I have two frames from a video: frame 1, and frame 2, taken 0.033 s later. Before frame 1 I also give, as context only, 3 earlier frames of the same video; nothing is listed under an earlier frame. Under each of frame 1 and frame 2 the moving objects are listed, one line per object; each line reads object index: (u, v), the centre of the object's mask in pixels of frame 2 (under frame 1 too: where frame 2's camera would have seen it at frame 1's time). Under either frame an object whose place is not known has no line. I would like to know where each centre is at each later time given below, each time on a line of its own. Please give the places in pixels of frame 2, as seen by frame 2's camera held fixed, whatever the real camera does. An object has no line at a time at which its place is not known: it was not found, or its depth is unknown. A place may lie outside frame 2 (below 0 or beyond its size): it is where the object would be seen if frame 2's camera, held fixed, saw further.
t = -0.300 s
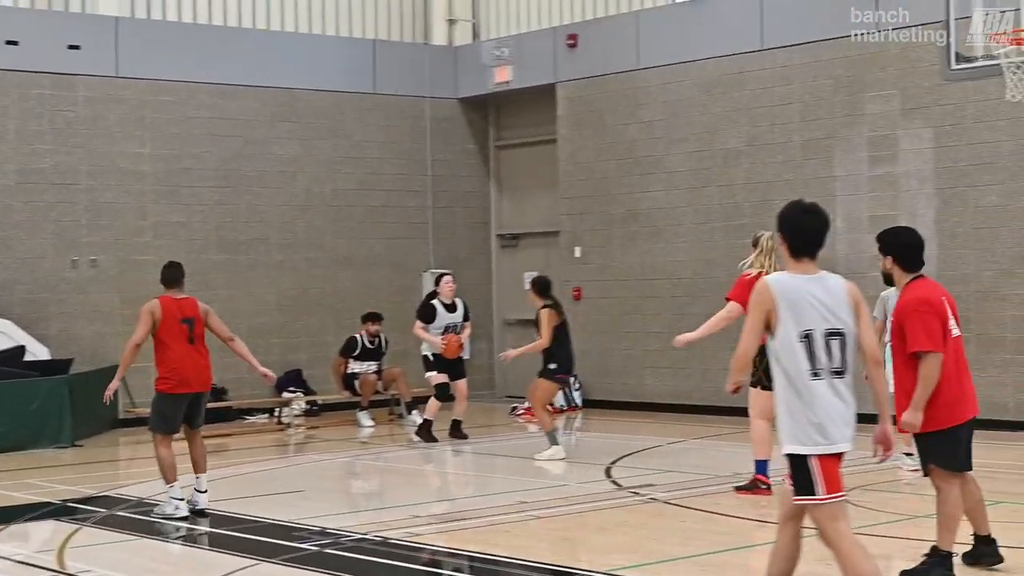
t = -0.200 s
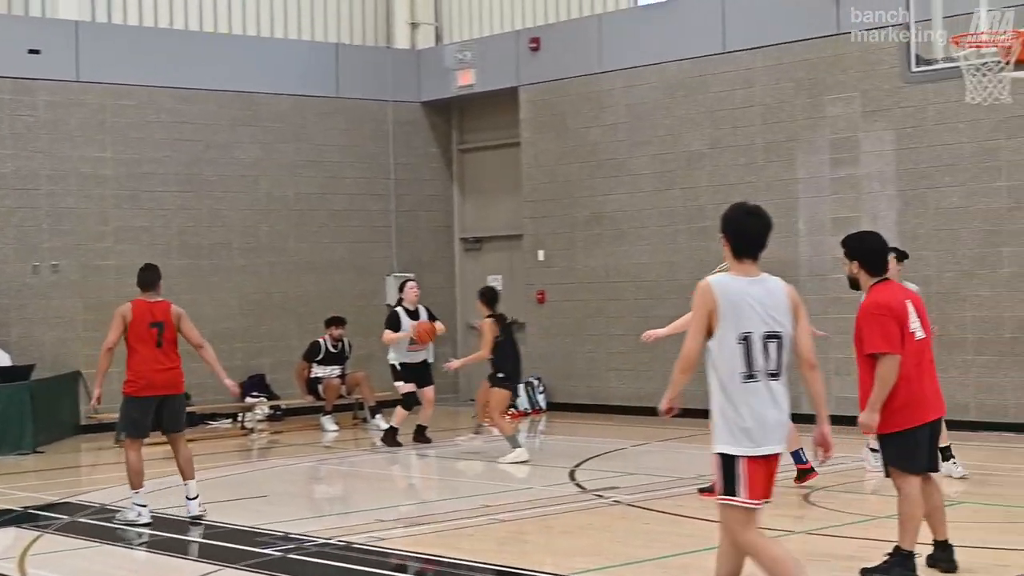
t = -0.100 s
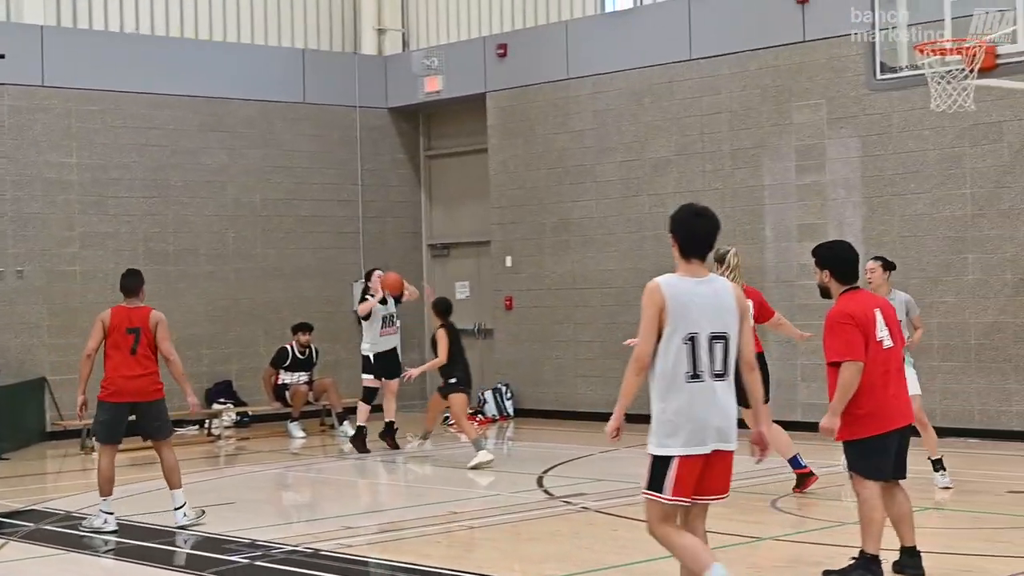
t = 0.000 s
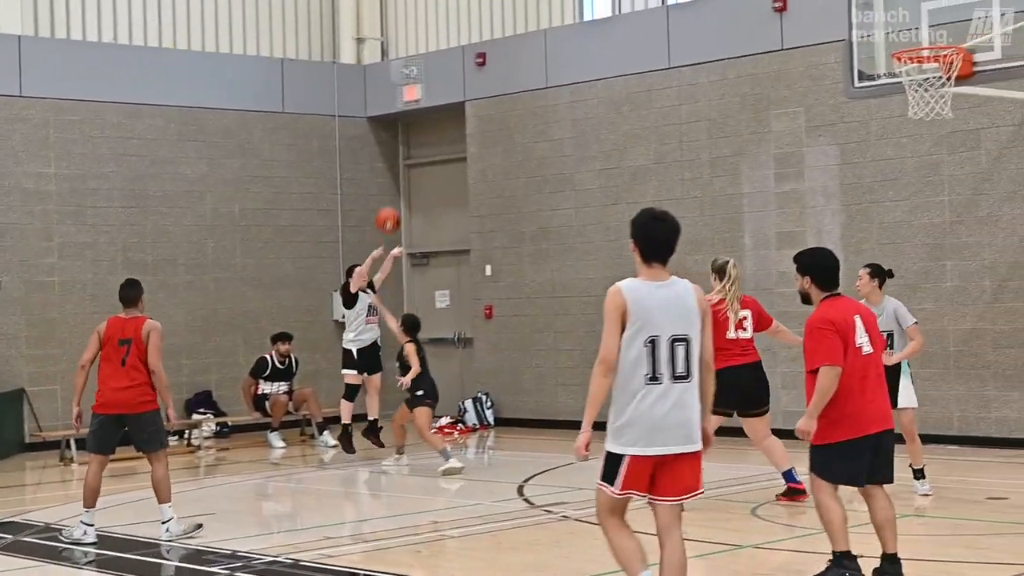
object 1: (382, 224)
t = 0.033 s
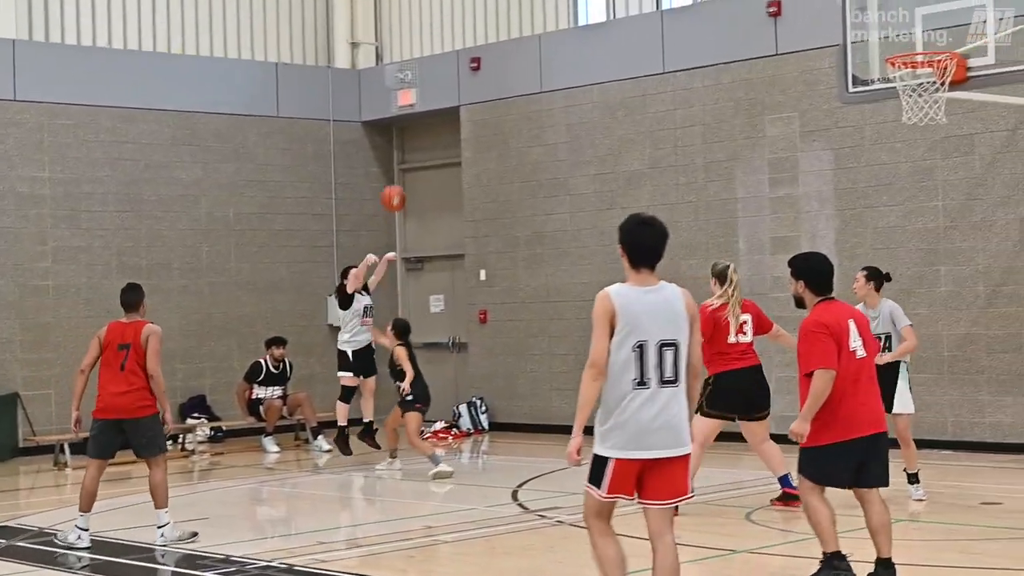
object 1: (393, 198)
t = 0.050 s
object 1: (398, 185)
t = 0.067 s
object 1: (402, 174)
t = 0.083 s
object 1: (408, 161)
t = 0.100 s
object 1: (413, 149)
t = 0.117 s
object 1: (418, 138)
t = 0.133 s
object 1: (423, 127)
